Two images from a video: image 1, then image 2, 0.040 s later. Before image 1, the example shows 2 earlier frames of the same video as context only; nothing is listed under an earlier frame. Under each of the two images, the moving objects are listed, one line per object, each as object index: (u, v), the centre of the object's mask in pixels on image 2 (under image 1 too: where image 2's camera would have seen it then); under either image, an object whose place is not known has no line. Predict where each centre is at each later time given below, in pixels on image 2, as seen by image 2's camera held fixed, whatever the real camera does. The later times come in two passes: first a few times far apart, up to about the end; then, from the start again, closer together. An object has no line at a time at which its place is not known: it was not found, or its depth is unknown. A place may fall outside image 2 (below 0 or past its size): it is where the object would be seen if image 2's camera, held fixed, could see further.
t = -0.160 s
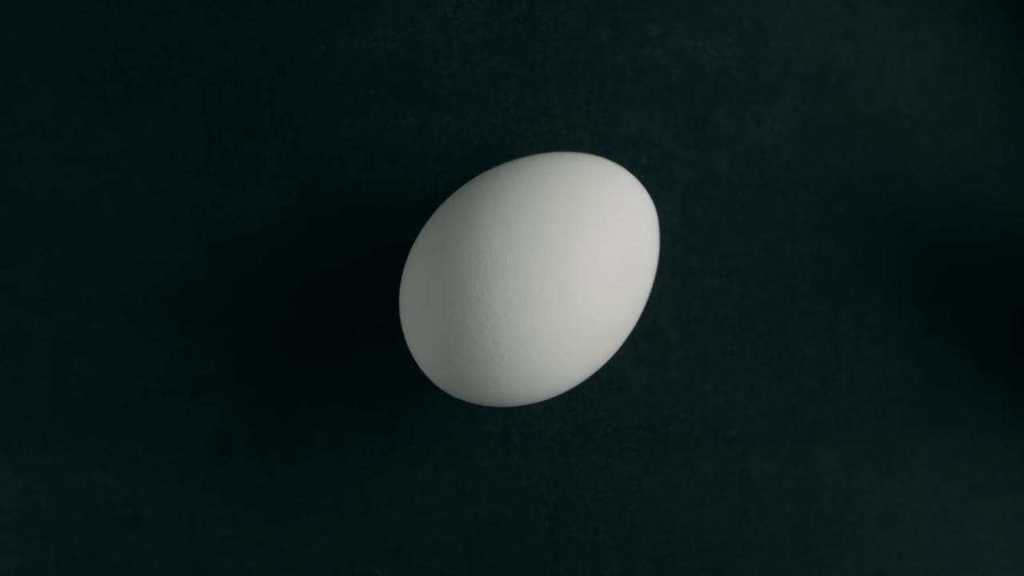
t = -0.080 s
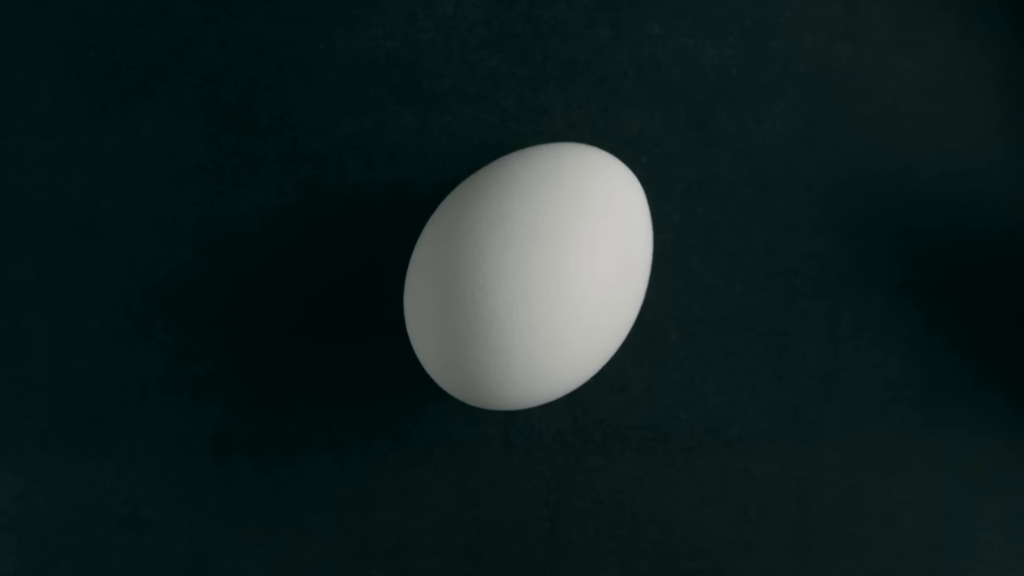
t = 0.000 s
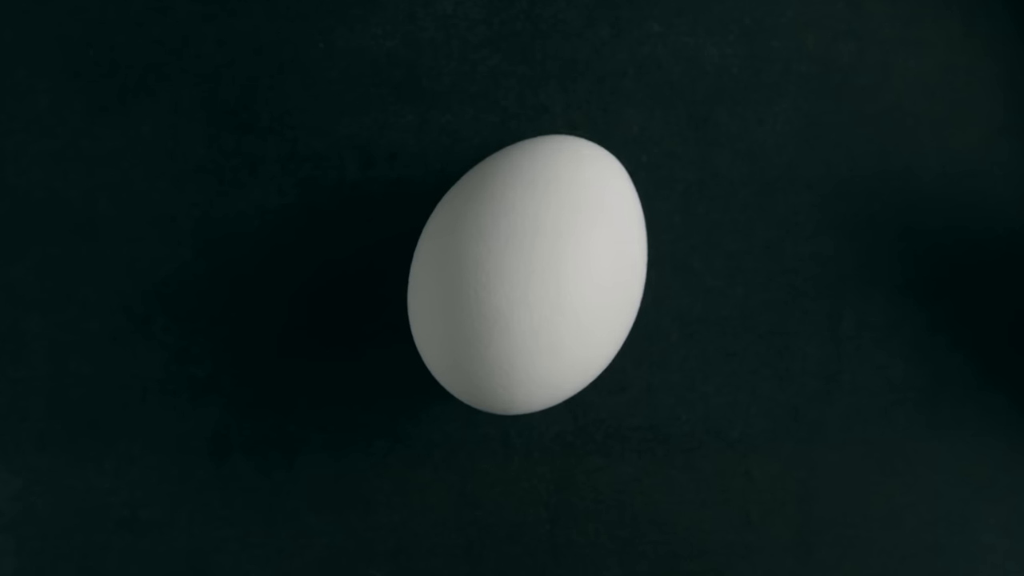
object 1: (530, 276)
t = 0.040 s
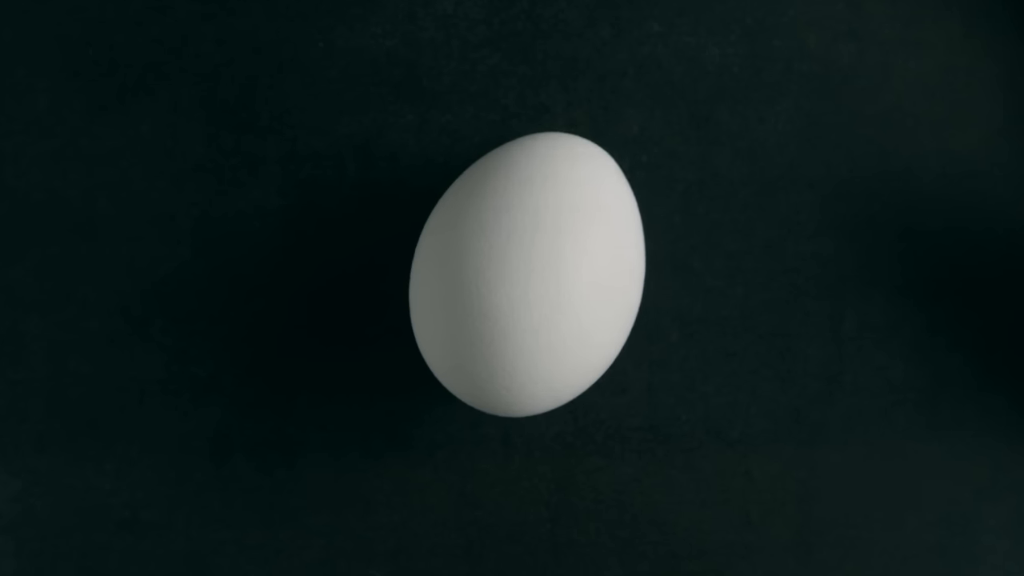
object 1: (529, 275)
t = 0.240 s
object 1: (530, 277)
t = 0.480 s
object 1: (532, 277)
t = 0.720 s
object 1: (532, 272)
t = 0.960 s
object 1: (529, 266)
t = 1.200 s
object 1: (532, 262)
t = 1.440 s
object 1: (530, 261)
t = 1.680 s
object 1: (523, 262)
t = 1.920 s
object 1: (514, 271)
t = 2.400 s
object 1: (507, 296)
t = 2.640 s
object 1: (517, 306)
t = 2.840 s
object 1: (521, 310)
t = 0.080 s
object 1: (529, 276)
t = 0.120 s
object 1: (528, 276)
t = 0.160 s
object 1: (529, 277)
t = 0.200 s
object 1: (530, 277)
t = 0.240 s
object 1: (530, 277)
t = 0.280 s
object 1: (530, 276)
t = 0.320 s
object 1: (531, 276)
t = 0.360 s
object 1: (531, 276)
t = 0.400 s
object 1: (532, 276)
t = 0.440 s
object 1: (532, 276)
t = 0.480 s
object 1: (532, 277)
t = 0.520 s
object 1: (532, 276)
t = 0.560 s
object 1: (532, 275)
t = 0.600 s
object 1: (531, 274)
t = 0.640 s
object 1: (530, 273)
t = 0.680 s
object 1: (531, 271)
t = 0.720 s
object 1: (532, 272)
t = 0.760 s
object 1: (532, 272)
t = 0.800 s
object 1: (531, 270)
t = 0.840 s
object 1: (531, 269)
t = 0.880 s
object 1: (530, 267)
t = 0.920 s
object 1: (530, 267)
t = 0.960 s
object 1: (529, 266)
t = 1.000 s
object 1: (529, 266)
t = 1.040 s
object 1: (530, 266)
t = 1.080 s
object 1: (531, 265)
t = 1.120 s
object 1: (531, 264)
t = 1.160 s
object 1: (531, 263)
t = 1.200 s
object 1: (532, 262)
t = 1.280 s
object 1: (533, 263)
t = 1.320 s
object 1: (532, 260)
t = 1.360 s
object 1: (531, 261)
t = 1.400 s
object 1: (531, 262)
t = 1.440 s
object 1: (530, 261)
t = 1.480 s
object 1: (529, 262)
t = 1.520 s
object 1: (529, 262)
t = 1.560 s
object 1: (527, 261)
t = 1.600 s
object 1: (526, 261)
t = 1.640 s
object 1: (524, 262)
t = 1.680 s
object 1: (523, 262)
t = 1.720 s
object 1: (522, 262)
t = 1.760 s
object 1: (521, 264)
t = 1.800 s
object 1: (519, 265)
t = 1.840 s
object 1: (516, 267)
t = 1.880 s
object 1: (516, 269)
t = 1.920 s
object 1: (514, 271)
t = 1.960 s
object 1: (513, 273)
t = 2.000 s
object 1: (511, 275)
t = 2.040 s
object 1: (509, 278)
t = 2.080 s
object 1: (507, 279)
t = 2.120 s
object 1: (506, 282)
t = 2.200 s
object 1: (504, 286)
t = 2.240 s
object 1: (503, 289)
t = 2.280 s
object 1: (504, 290)
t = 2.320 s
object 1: (505, 292)
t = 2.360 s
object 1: (506, 294)
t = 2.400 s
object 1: (507, 296)
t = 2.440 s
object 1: (509, 299)
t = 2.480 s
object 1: (511, 300)
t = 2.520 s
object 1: (512, 301)
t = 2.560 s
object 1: (514, 301)
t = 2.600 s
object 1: (516, 303)
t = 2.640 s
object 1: (517, 306)
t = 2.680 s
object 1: (518, 307)
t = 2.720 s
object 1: (518, 305)
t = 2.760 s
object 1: (520, 307)
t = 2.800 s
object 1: (520, 309)
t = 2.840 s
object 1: (521, 310)
